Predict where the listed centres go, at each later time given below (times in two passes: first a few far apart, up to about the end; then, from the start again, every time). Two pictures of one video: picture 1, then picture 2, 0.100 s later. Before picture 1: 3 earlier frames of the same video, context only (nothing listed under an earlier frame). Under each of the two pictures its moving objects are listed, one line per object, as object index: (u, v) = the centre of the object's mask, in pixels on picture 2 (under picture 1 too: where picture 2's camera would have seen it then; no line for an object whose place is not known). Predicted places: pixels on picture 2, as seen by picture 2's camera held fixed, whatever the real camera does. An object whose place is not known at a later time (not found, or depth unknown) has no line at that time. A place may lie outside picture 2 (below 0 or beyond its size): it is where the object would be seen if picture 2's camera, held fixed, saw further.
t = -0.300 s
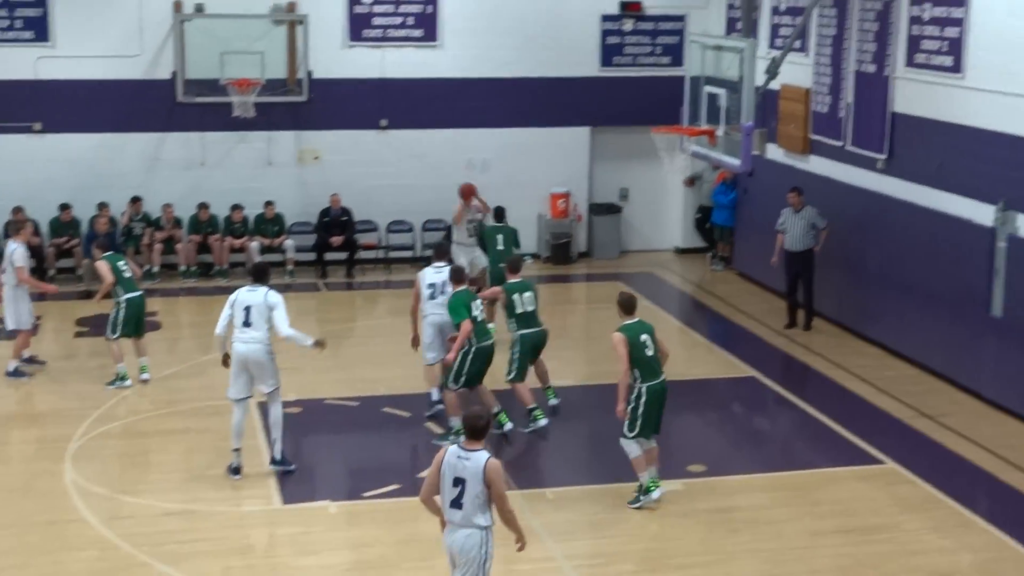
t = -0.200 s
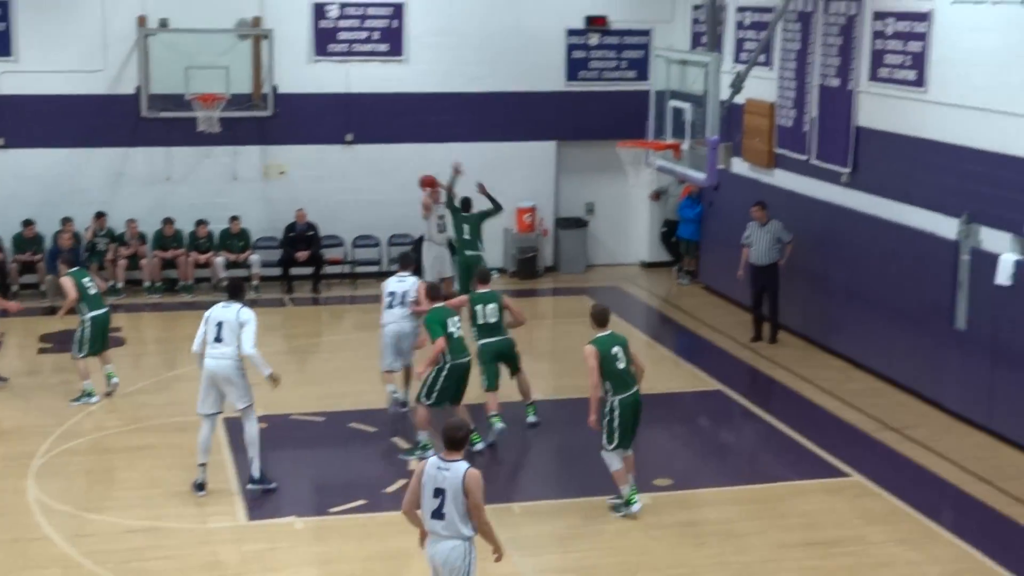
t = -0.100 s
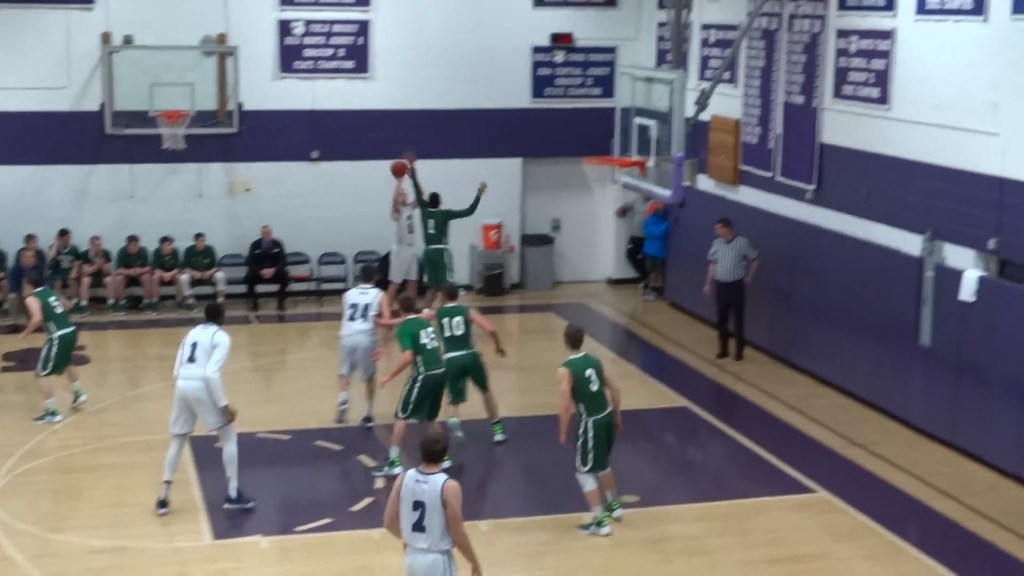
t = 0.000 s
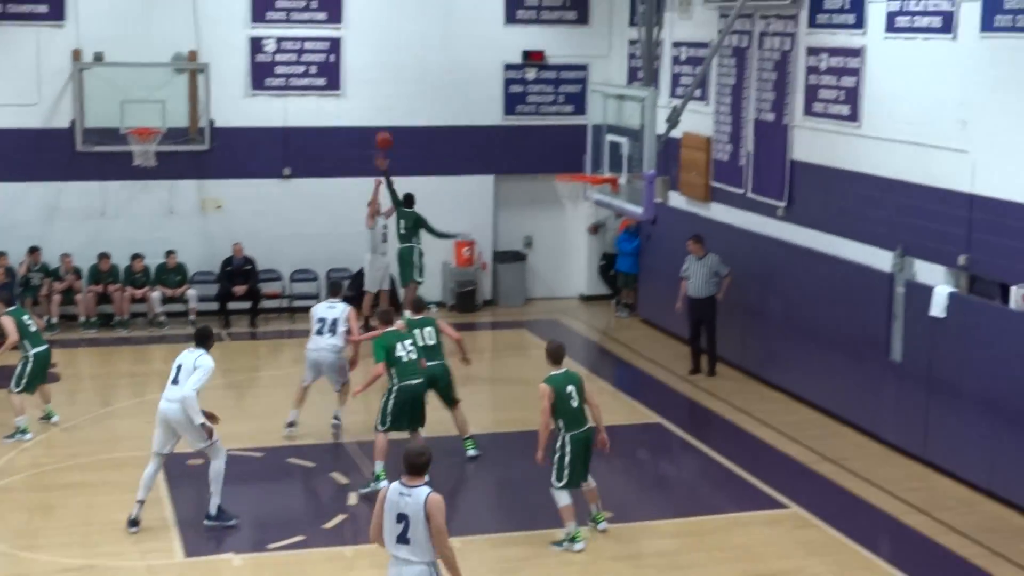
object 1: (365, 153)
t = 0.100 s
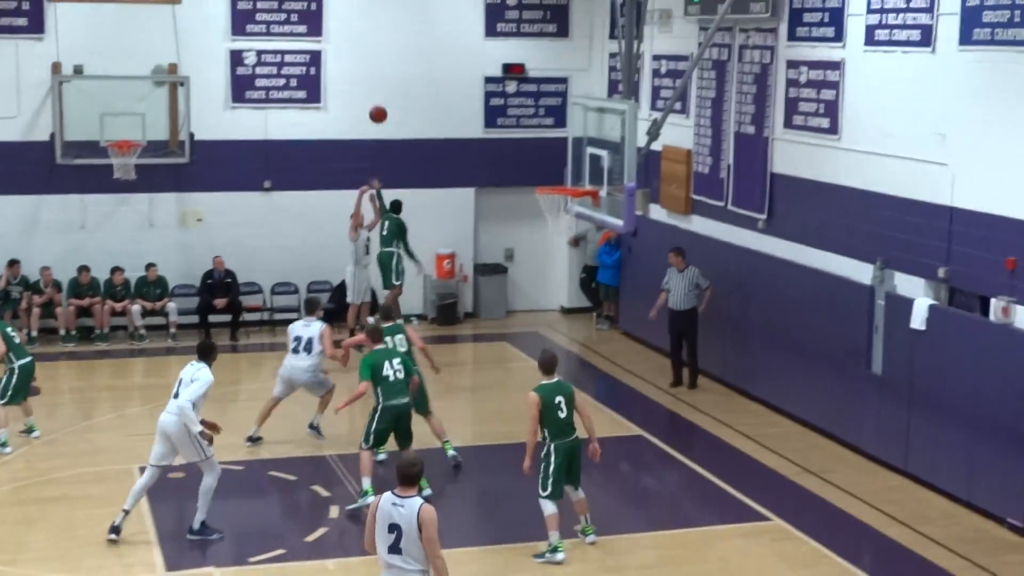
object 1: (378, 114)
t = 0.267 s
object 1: (402, 61)
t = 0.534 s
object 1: (445, 17)
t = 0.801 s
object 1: (492, 31)
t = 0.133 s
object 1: (383, 102)
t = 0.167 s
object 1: (388, 90)
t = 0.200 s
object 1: (393, 80)
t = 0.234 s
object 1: (397, 70)
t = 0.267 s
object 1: (402, 61)
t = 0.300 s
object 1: (407, 53)
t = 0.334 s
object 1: (413, 46)
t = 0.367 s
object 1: (418, 39)
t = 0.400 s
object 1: (423, 33)
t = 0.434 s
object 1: (428, 28)
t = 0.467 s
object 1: (434, 23)
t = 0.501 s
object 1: (439, 20)
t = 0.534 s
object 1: (445, 17)
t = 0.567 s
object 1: (450, 16)
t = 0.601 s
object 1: (456, 15)
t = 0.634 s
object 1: (462, 15)
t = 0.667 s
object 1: (468, 17)
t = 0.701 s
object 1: (474, 19)
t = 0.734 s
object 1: (479, 22)
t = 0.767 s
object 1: (486, 26)
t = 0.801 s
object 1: (492, 31)
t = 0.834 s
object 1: (497, 37)
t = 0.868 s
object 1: (504, 45)
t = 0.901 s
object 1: (511, 54)
